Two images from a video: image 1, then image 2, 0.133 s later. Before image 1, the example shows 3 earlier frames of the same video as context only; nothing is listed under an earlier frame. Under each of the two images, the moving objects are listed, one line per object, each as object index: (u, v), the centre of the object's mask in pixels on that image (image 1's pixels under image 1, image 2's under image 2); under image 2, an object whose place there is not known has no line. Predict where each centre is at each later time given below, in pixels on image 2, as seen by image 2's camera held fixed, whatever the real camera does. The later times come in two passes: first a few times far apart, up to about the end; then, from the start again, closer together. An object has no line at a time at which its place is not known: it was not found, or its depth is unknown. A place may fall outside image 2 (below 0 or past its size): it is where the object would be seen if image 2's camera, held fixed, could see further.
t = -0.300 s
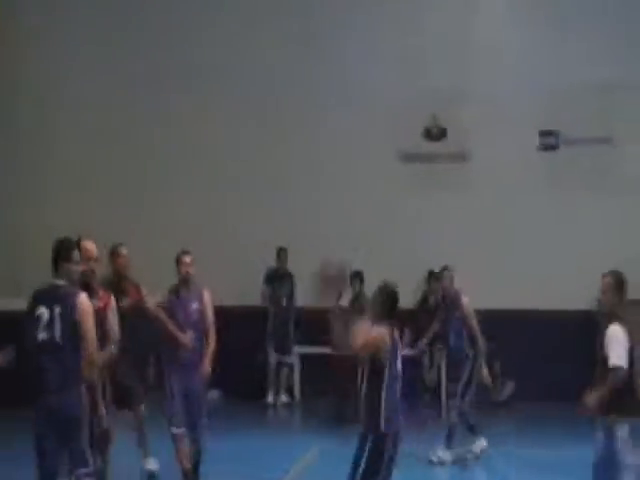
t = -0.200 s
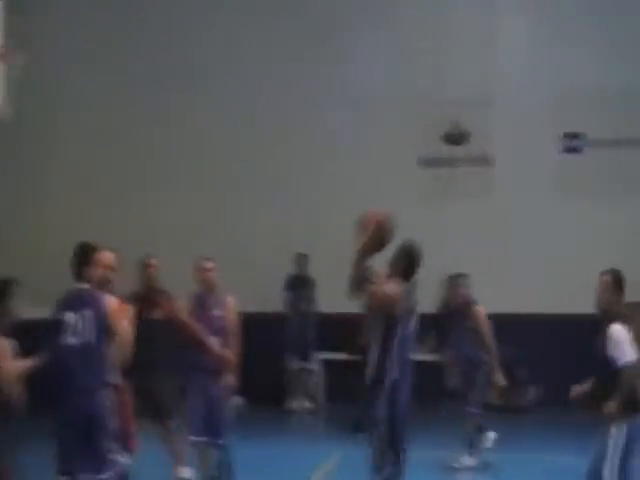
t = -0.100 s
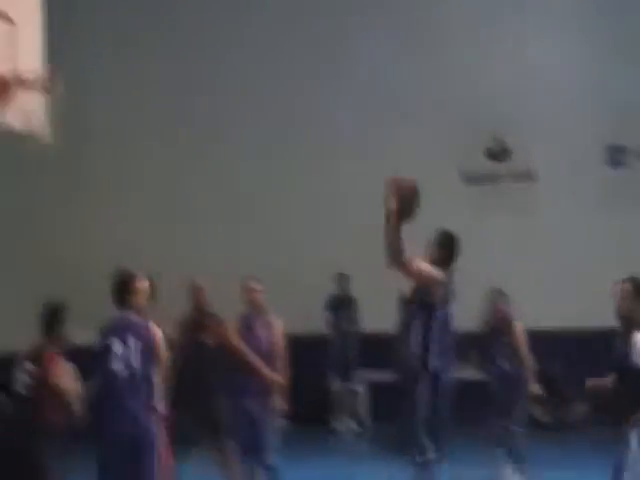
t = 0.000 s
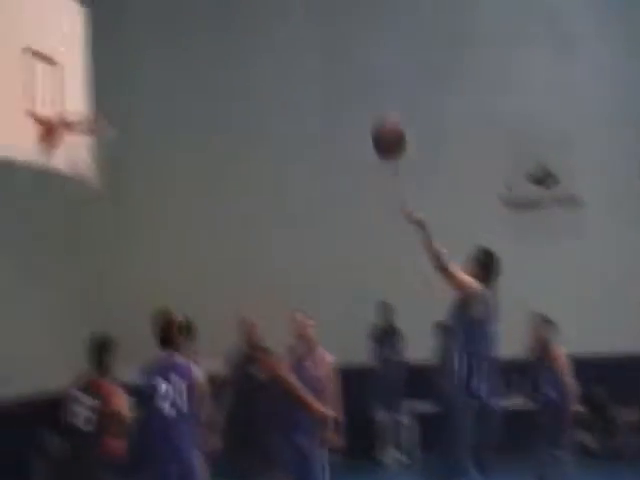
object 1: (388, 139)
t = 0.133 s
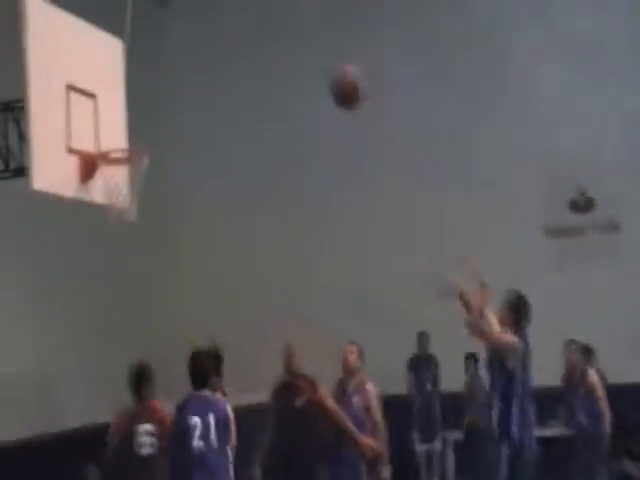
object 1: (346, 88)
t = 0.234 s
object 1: (293, 55)
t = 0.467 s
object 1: (189, 45)
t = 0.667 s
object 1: (111, 100)
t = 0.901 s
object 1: (133, 183)
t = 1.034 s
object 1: (123, 235)
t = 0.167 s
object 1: (329, 74)
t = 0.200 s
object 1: (311, 65)
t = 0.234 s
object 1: (293, 55)
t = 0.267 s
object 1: (277, 47)
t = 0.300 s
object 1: (262, 43)
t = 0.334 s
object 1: (246, 39)
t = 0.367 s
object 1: (231, 38)
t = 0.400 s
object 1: (218, 39)
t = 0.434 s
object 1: (202, 41)
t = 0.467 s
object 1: (189, 45)
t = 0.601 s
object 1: (137, 77)
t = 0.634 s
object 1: (123, 87)
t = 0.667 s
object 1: (111, 100)
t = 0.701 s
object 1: (101, 112)
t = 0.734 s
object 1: (93, 127)
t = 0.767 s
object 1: (107, 134)
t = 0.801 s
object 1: (122, 145)
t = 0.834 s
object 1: (135, 160)
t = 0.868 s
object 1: (137, 170)
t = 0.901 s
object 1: (133, 183)
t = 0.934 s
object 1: (128, 198)
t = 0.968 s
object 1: (127, 209)
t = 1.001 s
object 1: (126, 227)
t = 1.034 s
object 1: (123, 235)
